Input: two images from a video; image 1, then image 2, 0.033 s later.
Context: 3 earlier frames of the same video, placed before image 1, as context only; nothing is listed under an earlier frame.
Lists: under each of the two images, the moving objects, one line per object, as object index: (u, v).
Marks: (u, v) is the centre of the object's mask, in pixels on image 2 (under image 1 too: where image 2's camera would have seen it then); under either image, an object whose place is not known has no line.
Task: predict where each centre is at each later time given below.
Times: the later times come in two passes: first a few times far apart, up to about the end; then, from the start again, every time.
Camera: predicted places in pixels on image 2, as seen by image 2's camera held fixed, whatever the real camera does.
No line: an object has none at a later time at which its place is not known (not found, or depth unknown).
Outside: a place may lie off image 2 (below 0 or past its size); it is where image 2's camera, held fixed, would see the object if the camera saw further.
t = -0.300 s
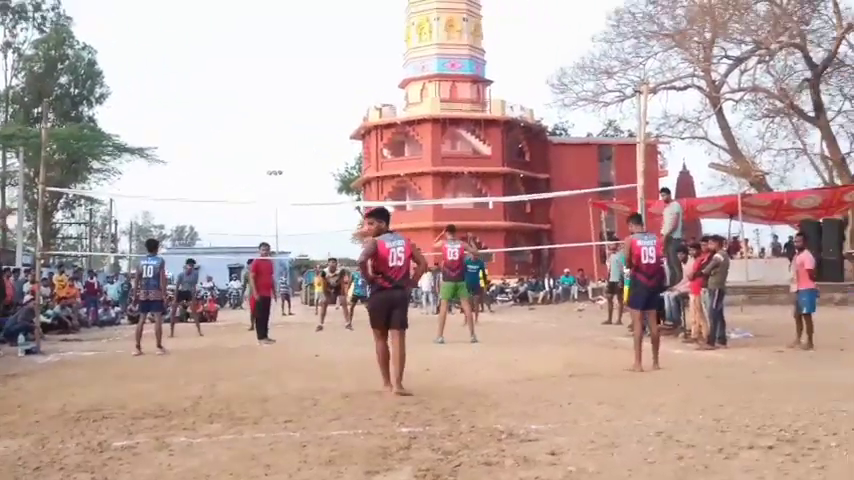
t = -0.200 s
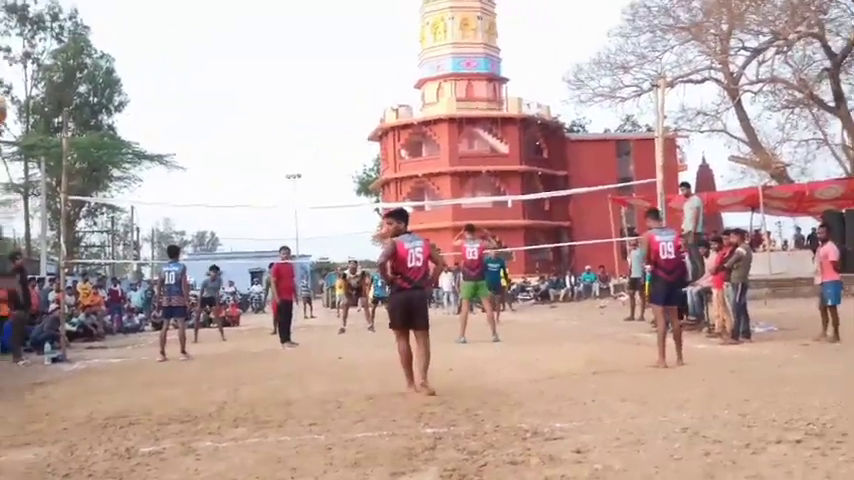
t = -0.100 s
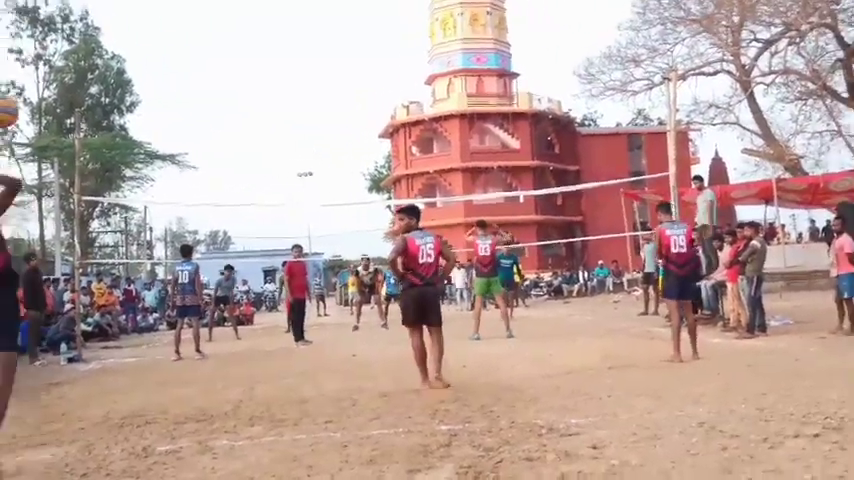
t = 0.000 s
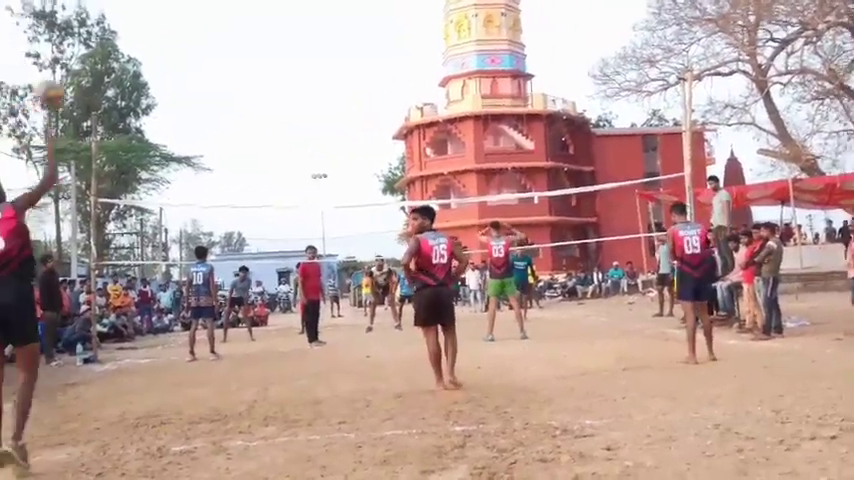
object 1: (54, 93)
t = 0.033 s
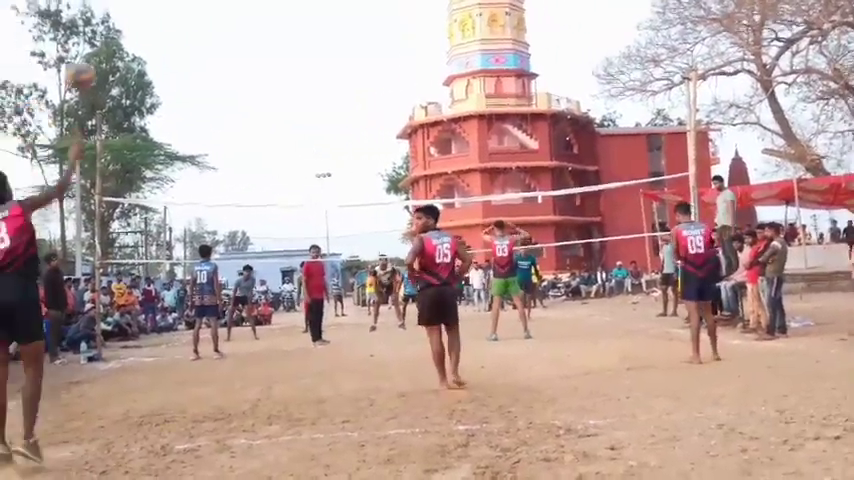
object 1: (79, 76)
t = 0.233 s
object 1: (176, 25)
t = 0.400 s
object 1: (233, 20)
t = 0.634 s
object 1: (285, 53)
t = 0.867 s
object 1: (326, 107)
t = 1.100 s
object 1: (361, 176)
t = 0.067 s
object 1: (99, 63)
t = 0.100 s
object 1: (117, 50)
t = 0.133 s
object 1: (134, 41)
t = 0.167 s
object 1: (149, 33)
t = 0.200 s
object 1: (163, 27)
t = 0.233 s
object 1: (176, 25)
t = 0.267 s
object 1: (189, 23)
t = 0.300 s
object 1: (201, 22)
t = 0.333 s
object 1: (213, 22)
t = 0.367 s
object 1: (222, 21)
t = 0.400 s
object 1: (233, 20)
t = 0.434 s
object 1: (241, 22)
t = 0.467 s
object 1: (249, 26)
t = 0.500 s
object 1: (258, 32)
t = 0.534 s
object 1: (265, 38)
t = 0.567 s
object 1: (272, 43)
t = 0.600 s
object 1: (278, 48)
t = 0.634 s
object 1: (285, 53)
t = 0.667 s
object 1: (292, 60)
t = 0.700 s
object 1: (297, 68)
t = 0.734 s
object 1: (304, 75)
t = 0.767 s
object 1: (310, 82)
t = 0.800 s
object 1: (315, 90)
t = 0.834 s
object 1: (321, 99)
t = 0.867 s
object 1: (326, 107)
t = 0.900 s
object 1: (332, 116)
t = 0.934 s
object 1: (337, 126)
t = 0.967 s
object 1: (342, 135)
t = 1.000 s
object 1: (347, 146)
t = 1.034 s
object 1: (351, 156)
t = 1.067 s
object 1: (356, 166)
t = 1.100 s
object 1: (361, 176)
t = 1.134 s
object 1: (365, 187)
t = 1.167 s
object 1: (369, 198)
